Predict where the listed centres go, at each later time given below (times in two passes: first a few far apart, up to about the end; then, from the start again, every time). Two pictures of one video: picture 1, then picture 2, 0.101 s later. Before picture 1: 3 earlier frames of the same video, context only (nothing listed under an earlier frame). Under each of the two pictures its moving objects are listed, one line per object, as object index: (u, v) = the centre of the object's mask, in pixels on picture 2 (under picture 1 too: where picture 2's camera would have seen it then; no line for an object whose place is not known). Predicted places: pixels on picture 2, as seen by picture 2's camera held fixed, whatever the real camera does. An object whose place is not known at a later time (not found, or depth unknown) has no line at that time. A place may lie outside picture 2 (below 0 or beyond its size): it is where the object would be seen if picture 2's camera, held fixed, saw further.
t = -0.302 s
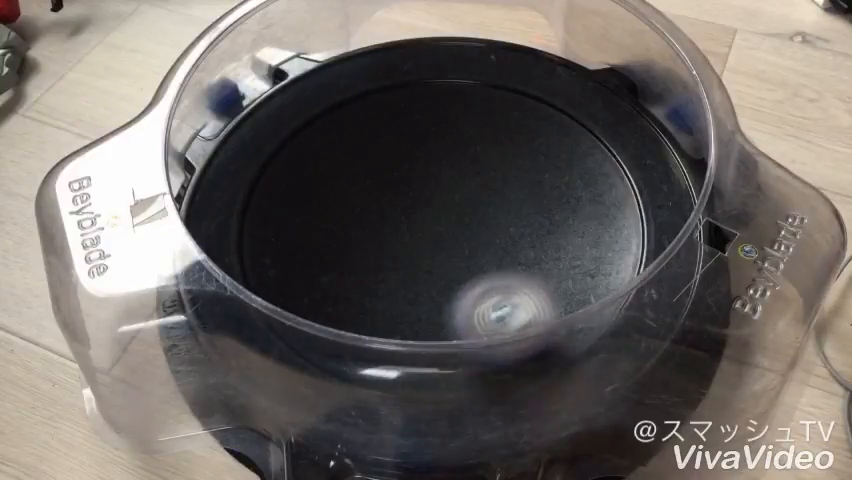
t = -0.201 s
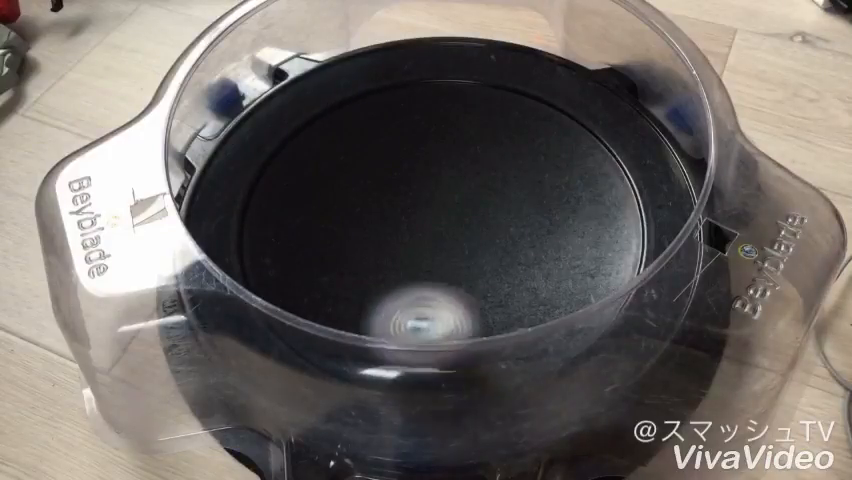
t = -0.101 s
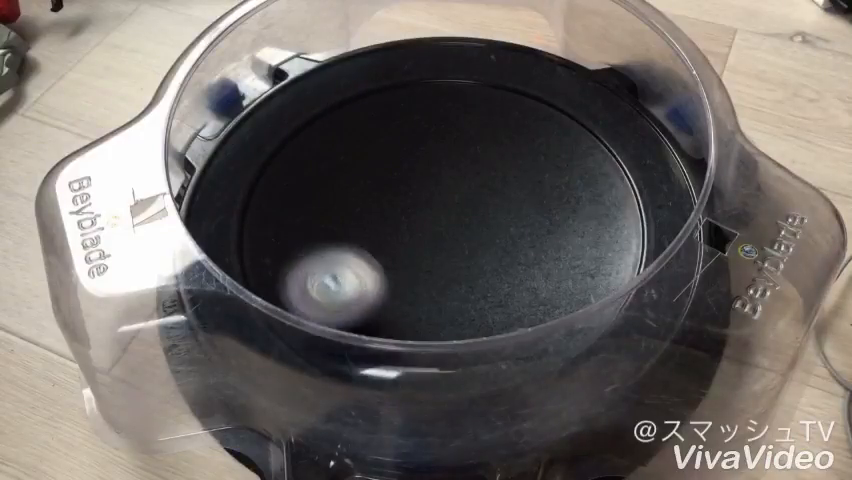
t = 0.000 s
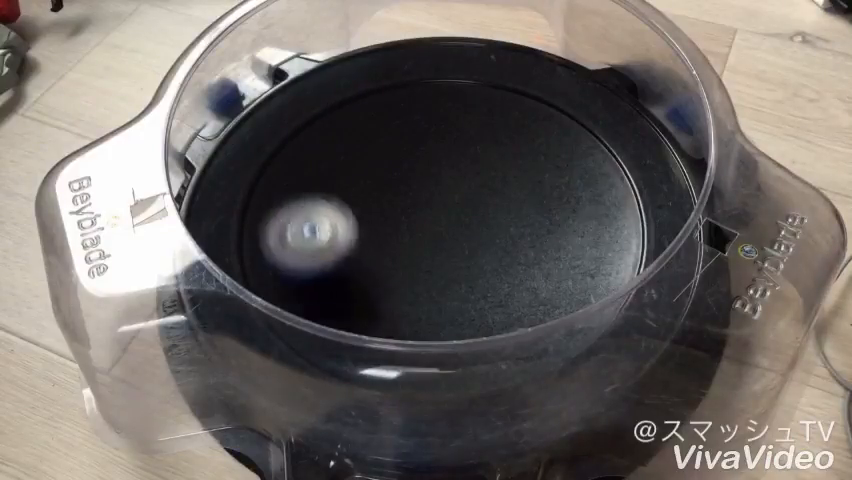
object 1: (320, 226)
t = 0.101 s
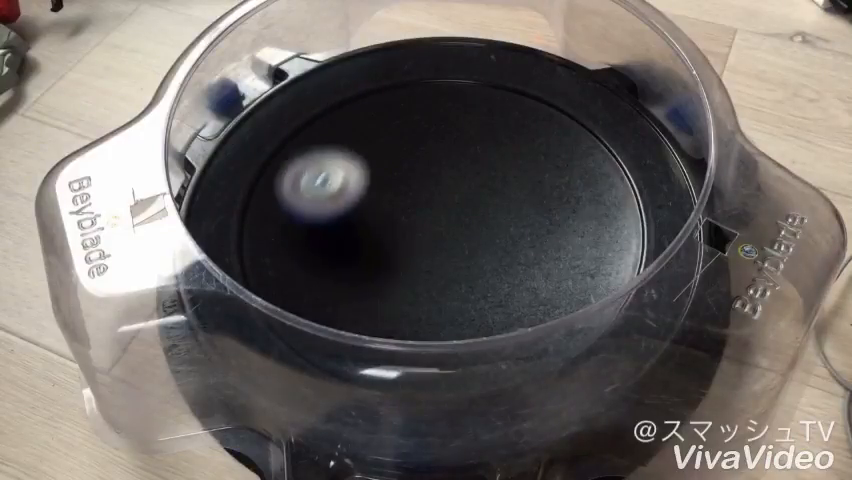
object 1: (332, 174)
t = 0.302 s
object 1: (429, 118)
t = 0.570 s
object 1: (559, 173)
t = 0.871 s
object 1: (458, 276)
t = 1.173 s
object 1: (368, 184)
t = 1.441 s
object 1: (460, 134)
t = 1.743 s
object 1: (498, 217)
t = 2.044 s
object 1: (399, 224)
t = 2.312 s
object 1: (406, 169)
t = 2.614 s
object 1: (481, 187)
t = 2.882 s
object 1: (465, 237)
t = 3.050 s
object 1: (427, 236)
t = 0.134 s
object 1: (342, 160)
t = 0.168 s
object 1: (357, 147)
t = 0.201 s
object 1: (373, 137)
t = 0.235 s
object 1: (390, 128)
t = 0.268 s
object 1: (409, 122)
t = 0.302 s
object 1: (429, 118)
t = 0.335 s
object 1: (450, 116)
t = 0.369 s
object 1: (470, 118)
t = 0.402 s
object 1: (490, 121)
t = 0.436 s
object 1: (508, 128)
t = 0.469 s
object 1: (525, 136)
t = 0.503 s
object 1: (539, 146)
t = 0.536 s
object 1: (551, 159)
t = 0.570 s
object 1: (559, 173)
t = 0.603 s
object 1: (564, 188)
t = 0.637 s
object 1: (565, 204)
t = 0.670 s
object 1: (561, 220)
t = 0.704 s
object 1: (551, 236)
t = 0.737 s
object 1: (536, 248)
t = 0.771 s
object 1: (521, 260)
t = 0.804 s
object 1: (504, 269)
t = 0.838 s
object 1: (481, 275)
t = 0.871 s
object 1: (458, 276)
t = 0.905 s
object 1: (436, 273)
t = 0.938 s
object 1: (418, 269)
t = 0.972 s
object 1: (400, 260)
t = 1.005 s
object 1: (387, 250)
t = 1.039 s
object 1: (377, 238)
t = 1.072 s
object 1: (369, 224)
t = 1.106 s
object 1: (366, 210)
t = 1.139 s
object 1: (366, 197)
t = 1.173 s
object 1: (368, 184)
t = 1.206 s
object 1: (374, 173)
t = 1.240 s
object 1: (381, 161)
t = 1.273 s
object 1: (391, 152)
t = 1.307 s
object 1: (402, 144)
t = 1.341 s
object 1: (415, 137)
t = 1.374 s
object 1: (429, 134)
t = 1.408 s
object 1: (444, 132)
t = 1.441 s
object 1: (460, 134)
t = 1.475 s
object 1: (473, 137)
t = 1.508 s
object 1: (485, 143)
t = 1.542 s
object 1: (495, 151)
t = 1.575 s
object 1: (503, 161)
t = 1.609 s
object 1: (509, 173)
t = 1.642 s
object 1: (511, 185)
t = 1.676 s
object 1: (510, 196)
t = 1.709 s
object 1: (505, 207)
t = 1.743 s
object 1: (498, 217)
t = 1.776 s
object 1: (489, 224)
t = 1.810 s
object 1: (478, 231)
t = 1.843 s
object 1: (466, 235)
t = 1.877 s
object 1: (453, 237)
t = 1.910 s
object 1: (439, 237)
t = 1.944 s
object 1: (427, 236)
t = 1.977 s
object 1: (416, 234)
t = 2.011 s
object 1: (406, 229)
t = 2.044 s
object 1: (399, 224)
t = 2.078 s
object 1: (392, 217)
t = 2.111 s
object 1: (387, 209)
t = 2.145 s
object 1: (385, 201)
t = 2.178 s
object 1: (386, 194)
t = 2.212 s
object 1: (390, 187)
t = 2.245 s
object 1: (393, 180)
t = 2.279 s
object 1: (400, 174)
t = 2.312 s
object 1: (406, 169)
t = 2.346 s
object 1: (414, 166)
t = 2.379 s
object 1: (424, 163)
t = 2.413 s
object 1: (434, 162)
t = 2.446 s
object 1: (443, 164)
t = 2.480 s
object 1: (453, 166)
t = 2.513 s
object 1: (461, 170)
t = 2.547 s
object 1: (469, 175)
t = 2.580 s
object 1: (475, 180)
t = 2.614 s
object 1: (481, 187)
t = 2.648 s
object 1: (483, 193)
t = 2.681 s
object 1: (486, 200)
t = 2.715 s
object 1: (485, 208)
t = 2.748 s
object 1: (486, 215)
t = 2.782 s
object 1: (484, 222)
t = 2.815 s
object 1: (479, 228)
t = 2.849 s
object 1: (473, 234)
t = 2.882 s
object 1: (465, 237)
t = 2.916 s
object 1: (457, 240)
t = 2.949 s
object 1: (449, 241)
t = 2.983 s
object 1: (440, 240)
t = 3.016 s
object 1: (433, 239)
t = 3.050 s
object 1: (427, 236)
